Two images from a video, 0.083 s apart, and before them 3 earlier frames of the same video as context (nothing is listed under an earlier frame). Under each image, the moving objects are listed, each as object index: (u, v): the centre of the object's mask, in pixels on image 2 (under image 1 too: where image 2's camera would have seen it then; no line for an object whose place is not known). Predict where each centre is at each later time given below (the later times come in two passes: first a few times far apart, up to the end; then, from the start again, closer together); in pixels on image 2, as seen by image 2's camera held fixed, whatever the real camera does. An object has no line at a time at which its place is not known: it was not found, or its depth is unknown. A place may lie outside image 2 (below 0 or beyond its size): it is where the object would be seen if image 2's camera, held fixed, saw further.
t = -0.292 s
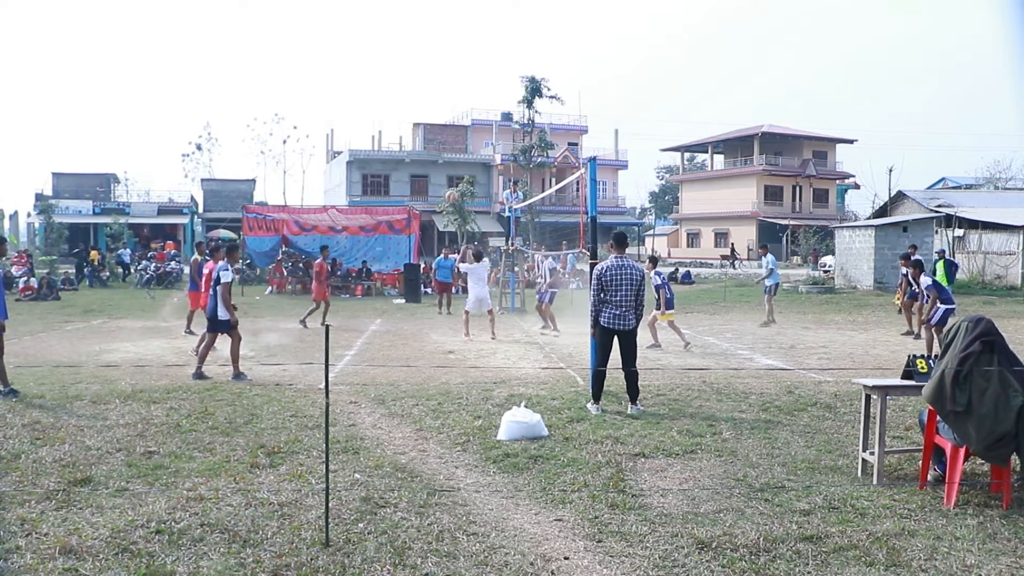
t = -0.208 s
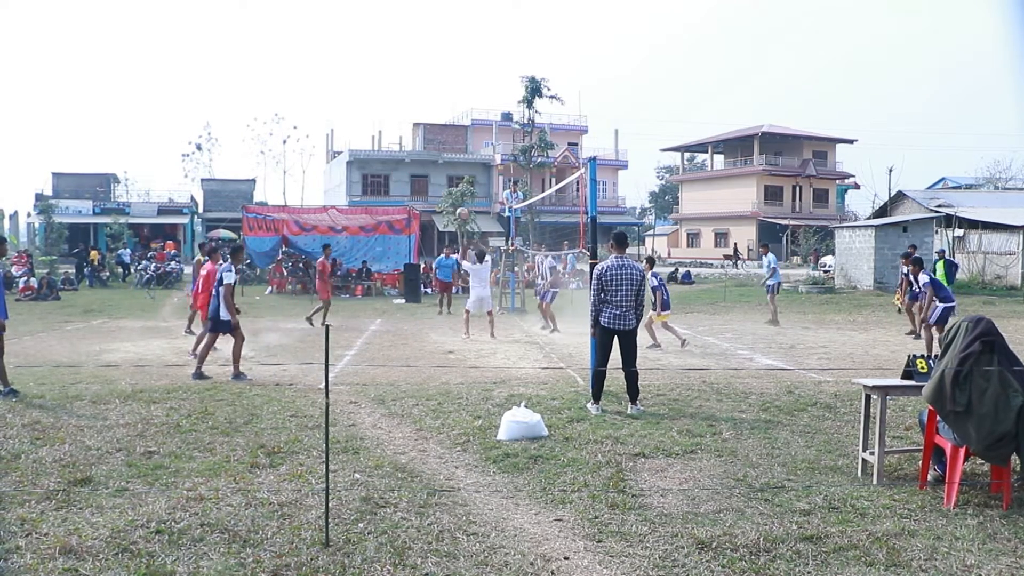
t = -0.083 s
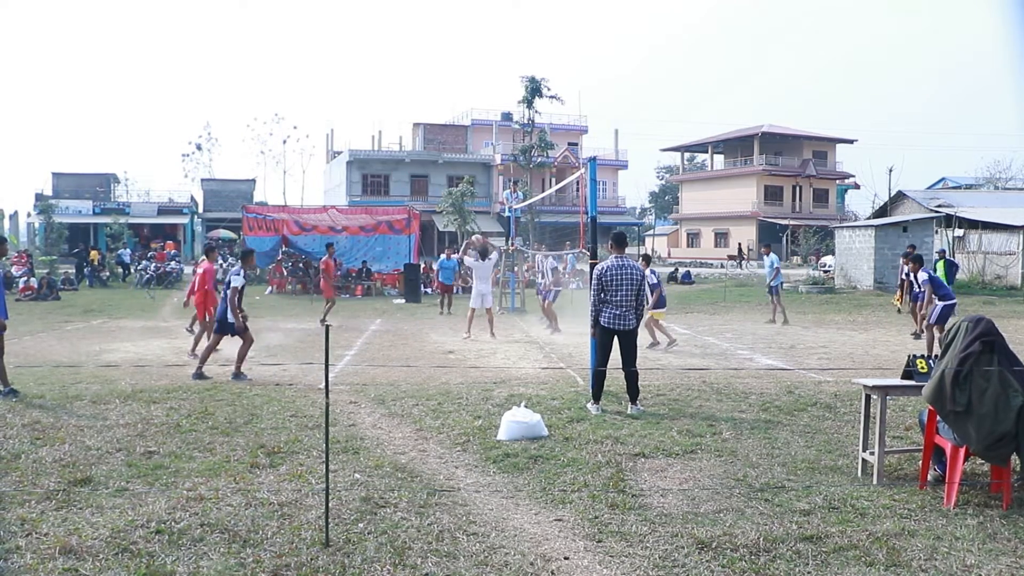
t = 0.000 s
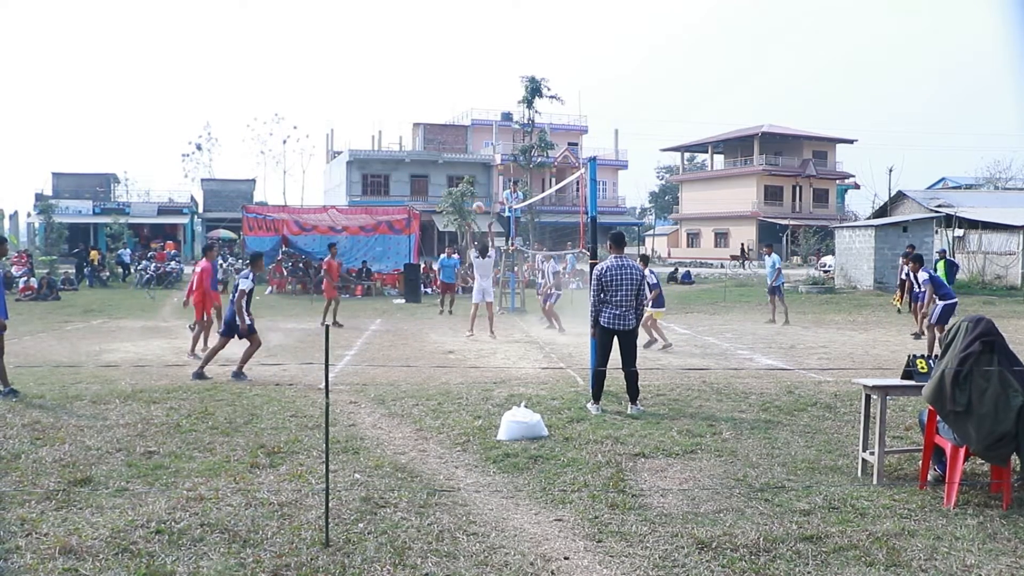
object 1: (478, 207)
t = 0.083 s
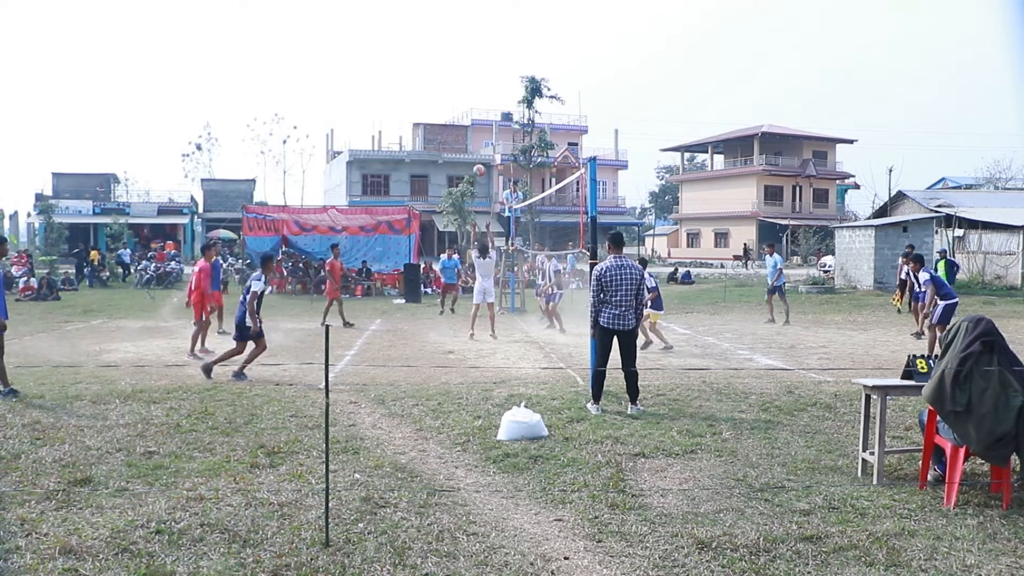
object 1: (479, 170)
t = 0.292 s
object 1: (479, 94)
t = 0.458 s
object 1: (477, 48)
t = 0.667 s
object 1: (475, 14)
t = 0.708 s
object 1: (474, 10)
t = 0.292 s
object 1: (479, 94)
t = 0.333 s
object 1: (479, 81)
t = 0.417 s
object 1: (478, 58)
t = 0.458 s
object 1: (477, 48)
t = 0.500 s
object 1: (477, 40)
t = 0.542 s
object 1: (477, 32)
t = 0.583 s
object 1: (476, 25)
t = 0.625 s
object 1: (475, 19)
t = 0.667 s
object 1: (475, 14)
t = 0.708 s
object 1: (474, 10)
